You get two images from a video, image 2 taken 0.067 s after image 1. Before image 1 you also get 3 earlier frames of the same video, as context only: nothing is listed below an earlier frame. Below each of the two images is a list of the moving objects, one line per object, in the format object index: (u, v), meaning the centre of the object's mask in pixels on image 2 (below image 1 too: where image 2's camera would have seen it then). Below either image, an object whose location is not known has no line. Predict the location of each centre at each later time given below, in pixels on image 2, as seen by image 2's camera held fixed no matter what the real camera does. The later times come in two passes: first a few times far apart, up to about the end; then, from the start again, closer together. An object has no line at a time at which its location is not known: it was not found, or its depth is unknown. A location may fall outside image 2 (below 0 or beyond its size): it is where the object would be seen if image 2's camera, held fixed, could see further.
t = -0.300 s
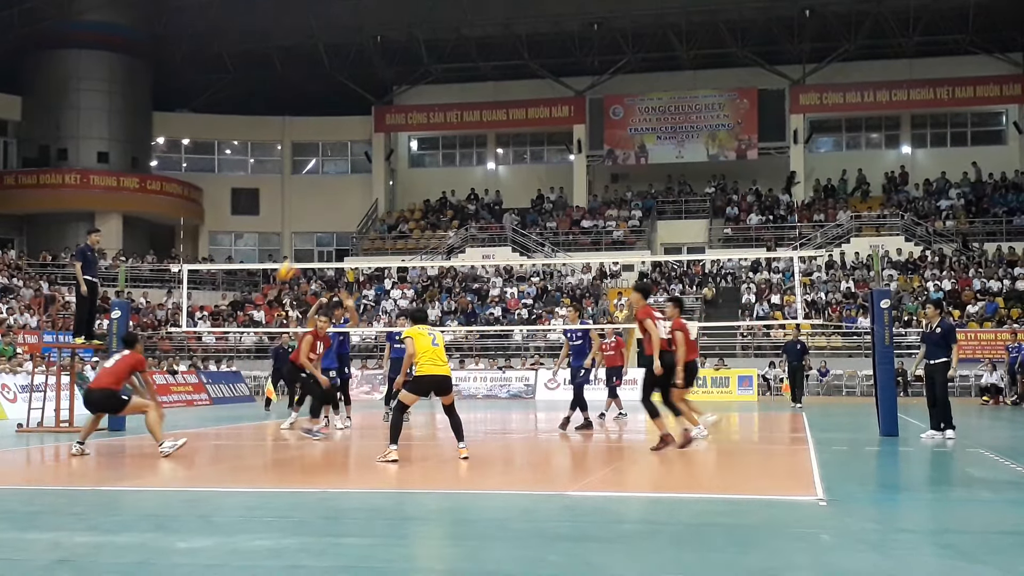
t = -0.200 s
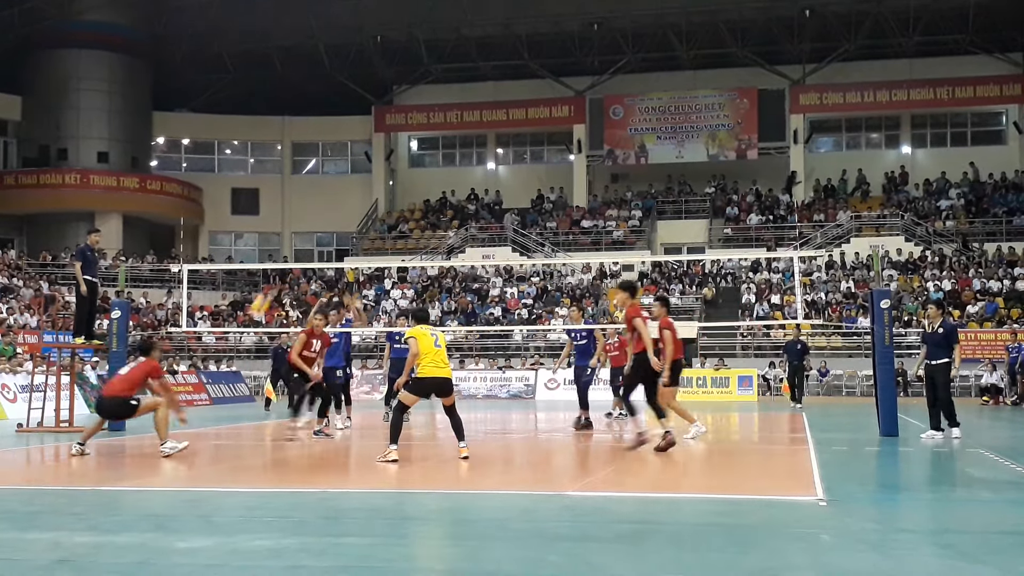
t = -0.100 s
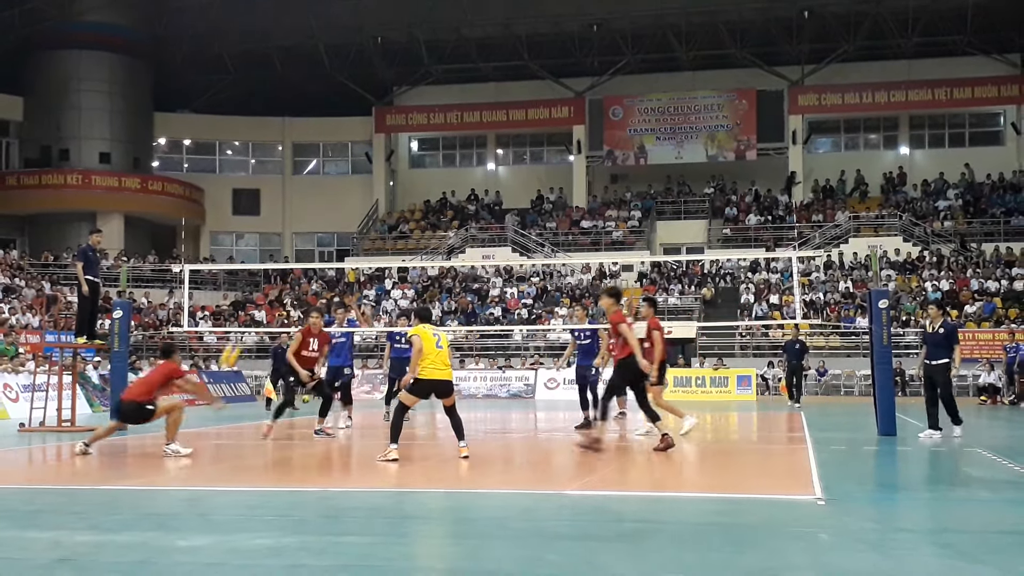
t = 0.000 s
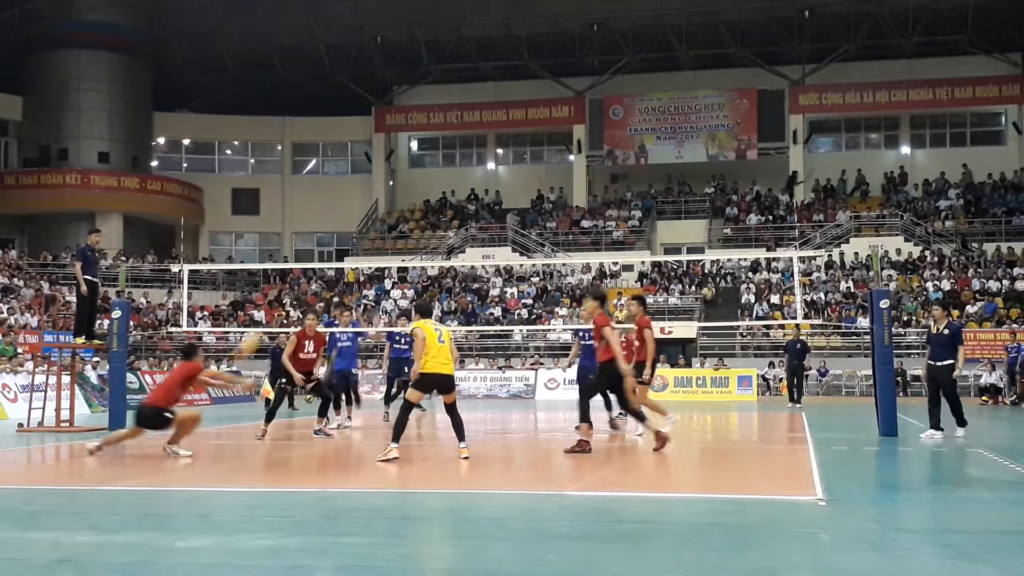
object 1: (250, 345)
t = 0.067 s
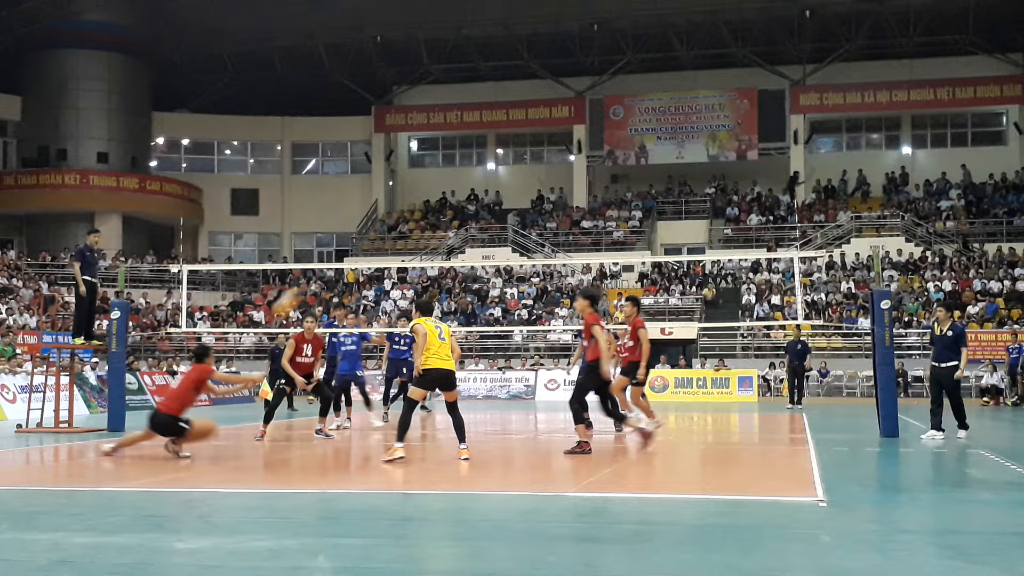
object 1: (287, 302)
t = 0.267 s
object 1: (390, 210)
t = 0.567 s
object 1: (523, 143)
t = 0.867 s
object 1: (638, 149)
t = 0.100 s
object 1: (304, 285)
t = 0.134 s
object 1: (323, 268)
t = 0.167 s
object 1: (340, 249)
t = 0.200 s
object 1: (357, 235)
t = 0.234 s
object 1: (373, 222)
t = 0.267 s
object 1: (390, 210)
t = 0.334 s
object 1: (420, 189)
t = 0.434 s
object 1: (466, 162)
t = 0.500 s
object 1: (495, 149)
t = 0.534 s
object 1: (509, 147)
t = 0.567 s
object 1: (523, 143)
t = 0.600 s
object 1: (536, 141)
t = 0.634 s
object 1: (548, 138)
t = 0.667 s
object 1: (560, 139)
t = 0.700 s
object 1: (574, 139)
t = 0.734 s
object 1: (588, 140)
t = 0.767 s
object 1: (600, 142)
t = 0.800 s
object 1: (614, 143)
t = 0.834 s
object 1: (625, 146)
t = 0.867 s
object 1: (638, 149)
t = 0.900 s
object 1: (649, 153)
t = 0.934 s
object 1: (663, 160)
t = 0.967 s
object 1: (674, 167)
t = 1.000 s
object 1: (686, 175)
